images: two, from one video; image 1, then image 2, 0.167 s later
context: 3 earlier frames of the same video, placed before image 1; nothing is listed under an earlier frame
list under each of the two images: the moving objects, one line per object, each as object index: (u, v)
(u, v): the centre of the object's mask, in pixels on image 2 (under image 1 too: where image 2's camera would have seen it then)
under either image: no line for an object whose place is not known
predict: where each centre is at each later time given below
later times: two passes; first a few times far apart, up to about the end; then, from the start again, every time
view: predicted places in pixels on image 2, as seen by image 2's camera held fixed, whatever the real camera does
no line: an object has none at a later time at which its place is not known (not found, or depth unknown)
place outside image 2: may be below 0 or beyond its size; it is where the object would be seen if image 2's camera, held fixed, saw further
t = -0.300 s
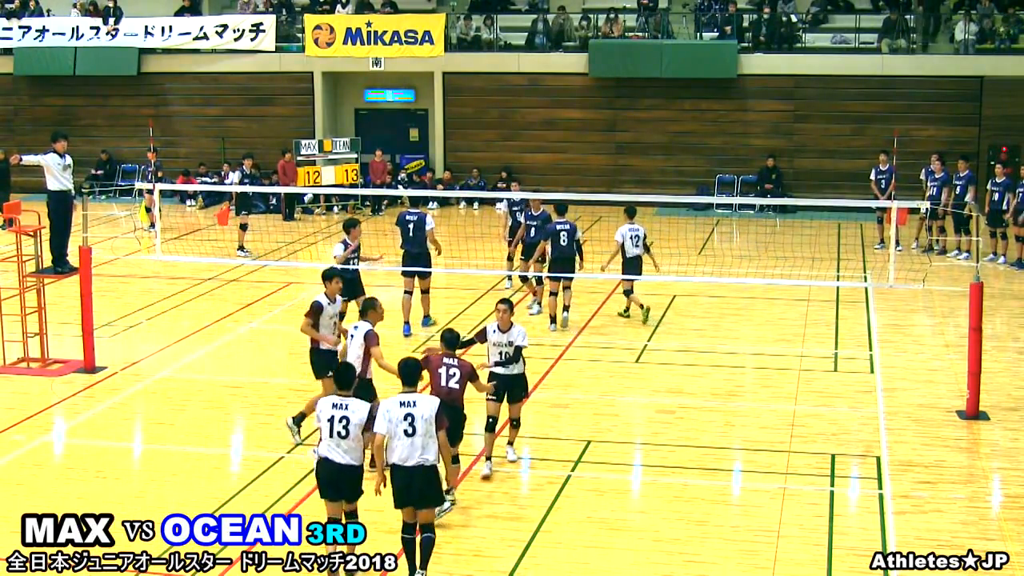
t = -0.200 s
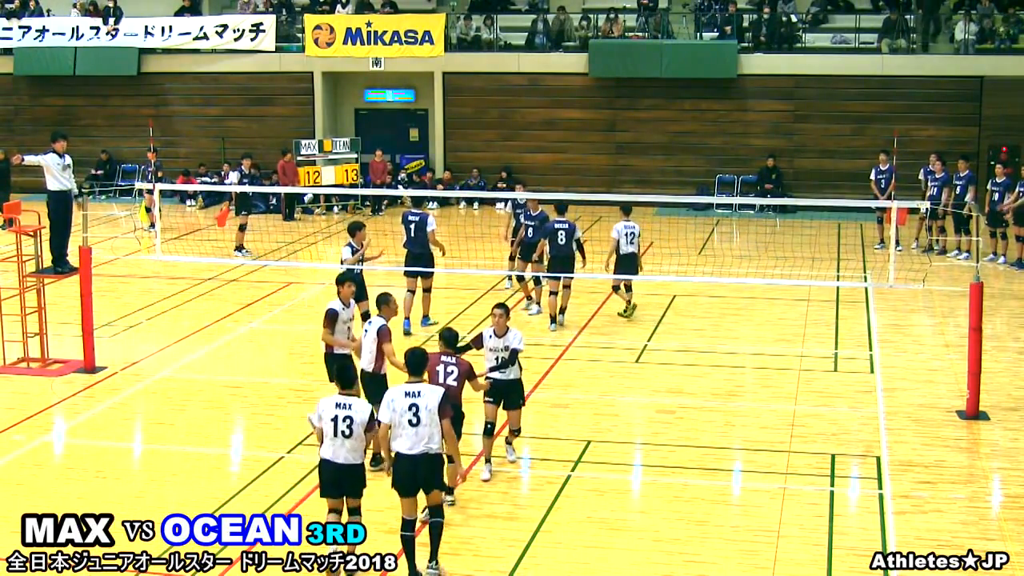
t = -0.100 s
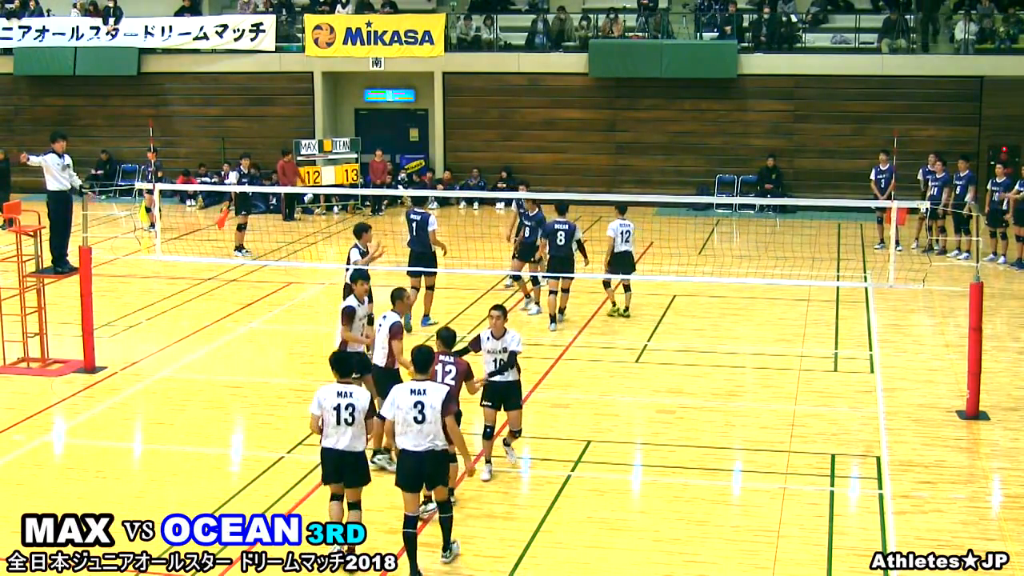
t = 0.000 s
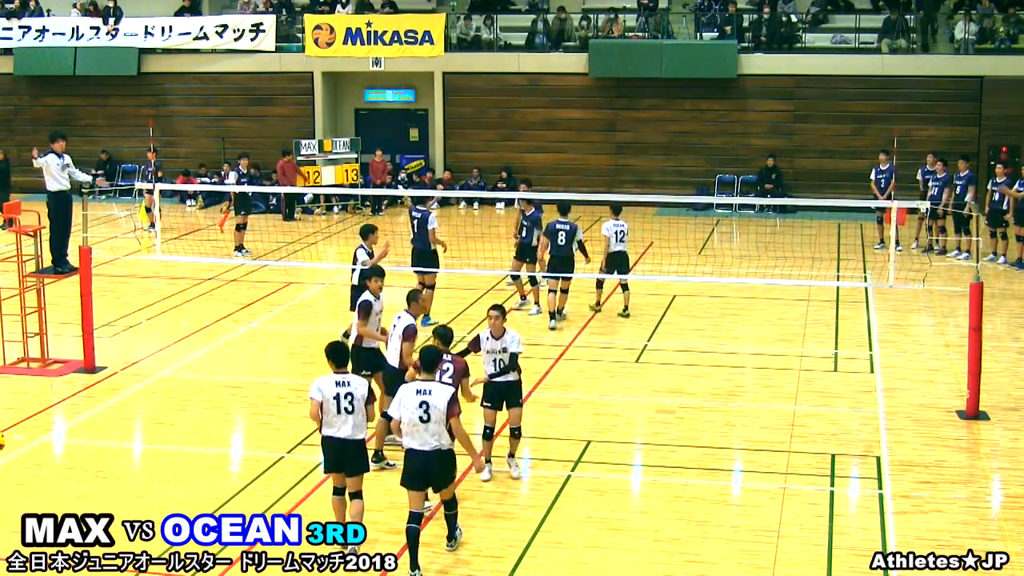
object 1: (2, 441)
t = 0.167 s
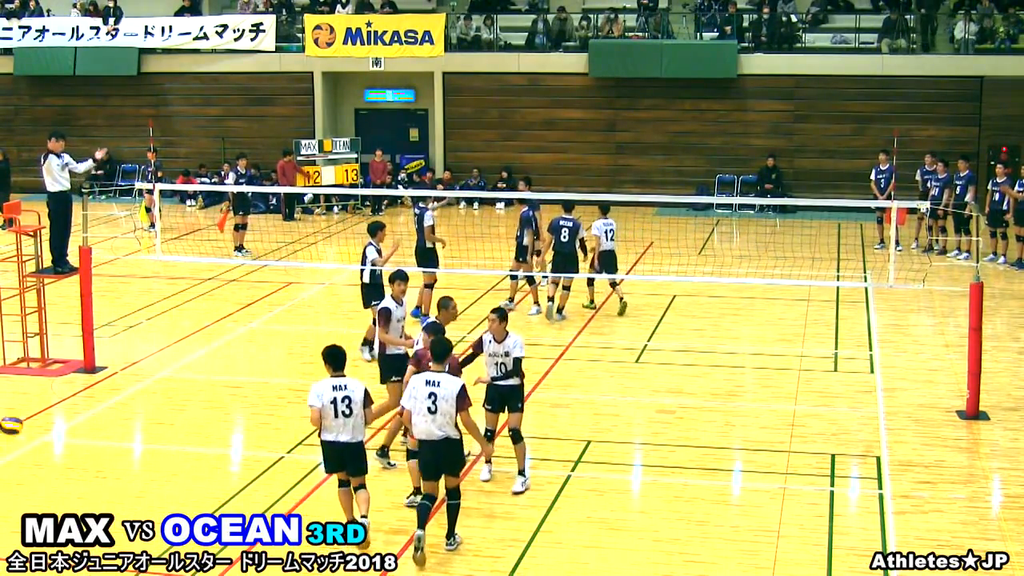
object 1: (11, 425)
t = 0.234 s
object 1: (18, 428)
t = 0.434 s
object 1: (41, 458)
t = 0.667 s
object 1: (62, 440)
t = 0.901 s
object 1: (80, 411)
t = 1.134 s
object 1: (100, 430)
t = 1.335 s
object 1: (113, 411)
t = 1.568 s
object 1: (128, 397)
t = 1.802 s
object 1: (143, 406)
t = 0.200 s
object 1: (14, 426)
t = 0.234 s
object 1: (18, 428)
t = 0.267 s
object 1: (22, 430)
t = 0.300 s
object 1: (26, 434)
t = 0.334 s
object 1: (30, 439)
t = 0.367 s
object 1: (33, 444)
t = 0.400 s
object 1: (37, 450)
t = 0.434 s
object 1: (41, 458)
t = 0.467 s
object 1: (45, 466)
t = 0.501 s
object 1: (48, 477)
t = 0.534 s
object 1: (52, 483)
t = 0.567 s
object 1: (54, 470)
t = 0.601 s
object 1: (58, 459)
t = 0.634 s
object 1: (60, 450)
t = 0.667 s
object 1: (62, 440)
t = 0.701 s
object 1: (64, 432)
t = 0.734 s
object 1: (67, 427)
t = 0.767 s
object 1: (70, 421)
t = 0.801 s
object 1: (72, 417)
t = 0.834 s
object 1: (74, 414)
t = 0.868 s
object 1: (77, 412)
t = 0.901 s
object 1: (80, 411)
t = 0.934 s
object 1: (83, 410)
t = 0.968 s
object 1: (86, 411)
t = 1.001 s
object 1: (88, 413)
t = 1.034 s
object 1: (91, 416)
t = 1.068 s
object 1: (95, 420)
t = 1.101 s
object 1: (97, 425)
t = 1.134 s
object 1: (100, 430)
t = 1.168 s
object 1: (103, 437)
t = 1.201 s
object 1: (106, 443)
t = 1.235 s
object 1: (109, 434)
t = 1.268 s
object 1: (110, 426)
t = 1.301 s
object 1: (111, 418)
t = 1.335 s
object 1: (113, 411)
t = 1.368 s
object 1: (116, 407)
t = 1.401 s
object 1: (118, 402)
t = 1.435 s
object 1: (119, 399)
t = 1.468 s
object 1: (121, 398)
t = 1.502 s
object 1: (124, 396)
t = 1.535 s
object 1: (126, 395)
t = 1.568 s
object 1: (128, 397)
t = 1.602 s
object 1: (130, 398)
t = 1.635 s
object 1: (132, 400)
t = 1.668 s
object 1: (135, 402)
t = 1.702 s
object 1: (137, 408)
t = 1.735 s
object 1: (140, 413)
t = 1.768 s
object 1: (141, 413)
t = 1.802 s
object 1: (143, 406)
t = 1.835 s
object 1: (145, 400)
